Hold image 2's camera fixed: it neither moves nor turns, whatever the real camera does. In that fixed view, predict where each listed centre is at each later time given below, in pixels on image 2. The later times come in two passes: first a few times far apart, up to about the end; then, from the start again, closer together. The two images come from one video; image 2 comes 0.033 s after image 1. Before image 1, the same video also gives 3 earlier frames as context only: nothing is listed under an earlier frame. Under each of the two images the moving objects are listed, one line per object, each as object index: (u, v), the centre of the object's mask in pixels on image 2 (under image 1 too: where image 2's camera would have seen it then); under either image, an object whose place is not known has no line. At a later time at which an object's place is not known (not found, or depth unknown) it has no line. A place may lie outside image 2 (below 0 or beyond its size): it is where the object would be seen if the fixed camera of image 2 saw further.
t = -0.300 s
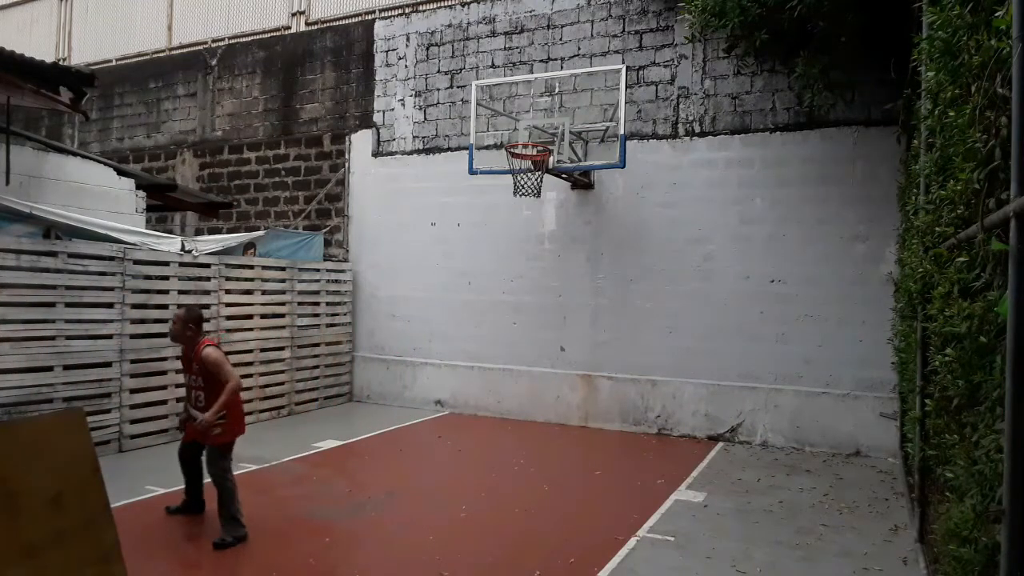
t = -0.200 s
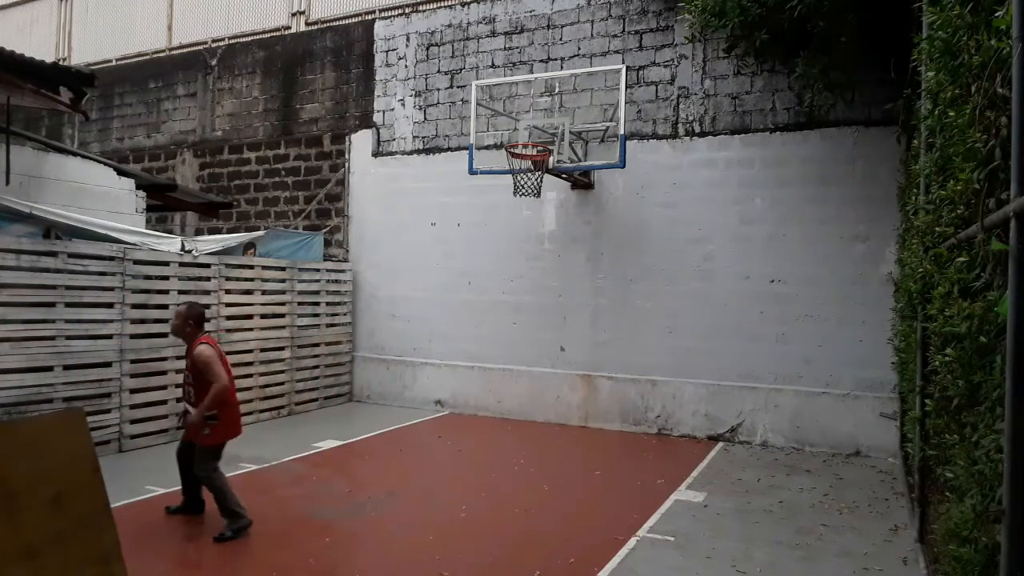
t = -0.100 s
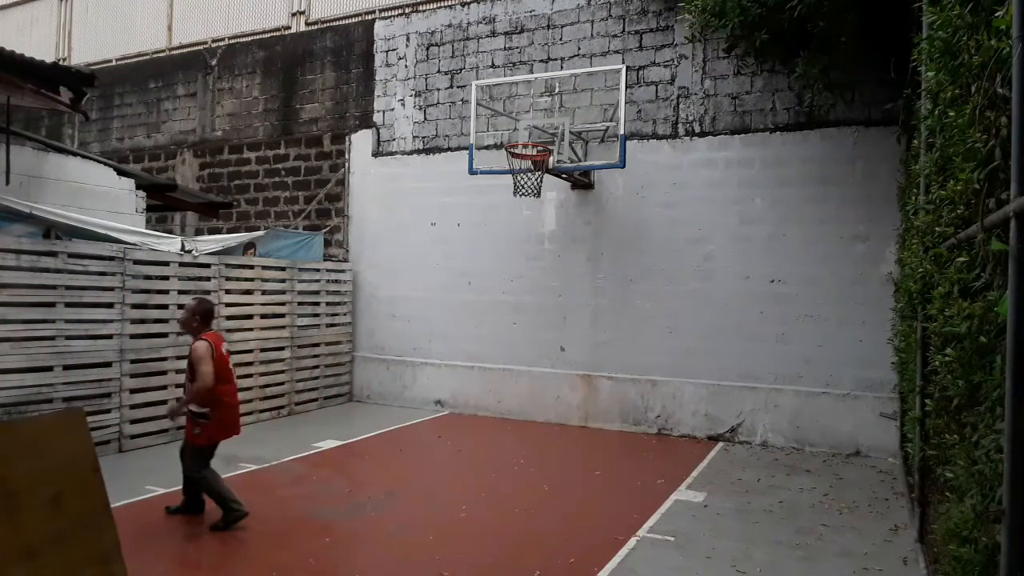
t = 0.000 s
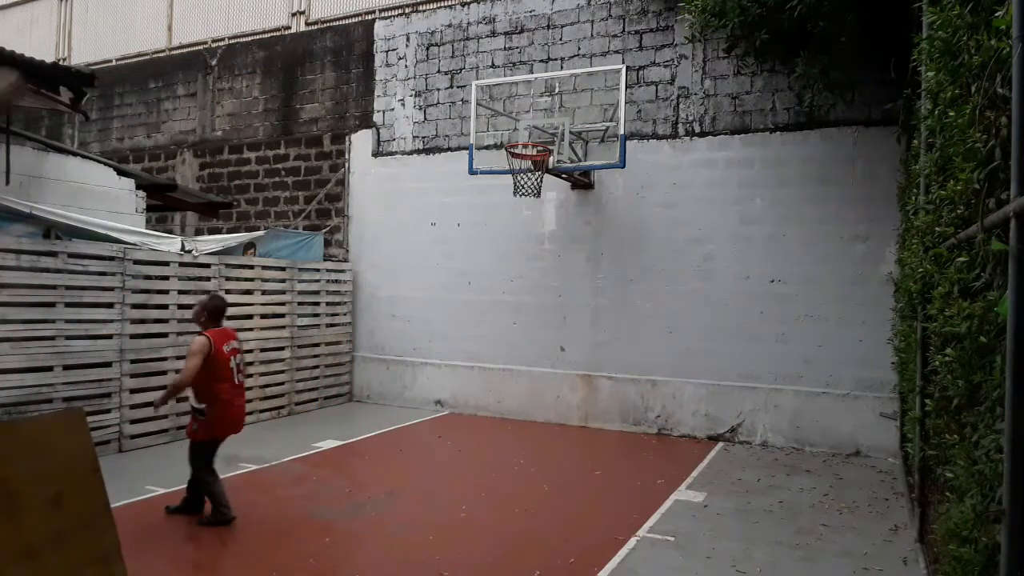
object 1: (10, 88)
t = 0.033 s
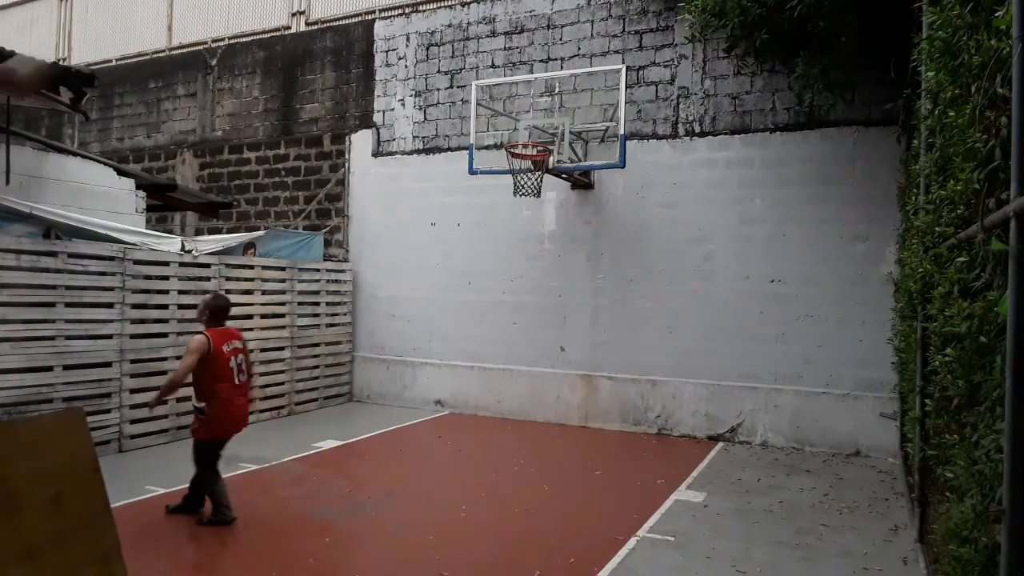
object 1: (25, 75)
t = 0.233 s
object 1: (197, 11)
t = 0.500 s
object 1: (355, 12)
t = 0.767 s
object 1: (465, 86)
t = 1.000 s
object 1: (538, 134)
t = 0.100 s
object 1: (88, 45)
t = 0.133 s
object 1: (119, 33)
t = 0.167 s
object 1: (144, 26)
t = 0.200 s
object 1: (170, 17)
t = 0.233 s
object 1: (197, 11)
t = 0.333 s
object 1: (261, 6)
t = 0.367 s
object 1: (282, 6)
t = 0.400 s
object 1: (301, 7)
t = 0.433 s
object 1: (320, 8)
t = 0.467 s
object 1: (338, 9)
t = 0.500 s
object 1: (355, 12)
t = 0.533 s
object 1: (371, 20)
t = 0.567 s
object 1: (385, 27)
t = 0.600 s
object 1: (400, 35)
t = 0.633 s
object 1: (414, 44)
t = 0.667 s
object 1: (427, 52)
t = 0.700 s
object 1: (442, 65)
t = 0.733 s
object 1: (456, 77)
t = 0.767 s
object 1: (465, 86)
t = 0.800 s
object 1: (479, 101)
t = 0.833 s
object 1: (489, 115)
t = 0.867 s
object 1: (501, 130)
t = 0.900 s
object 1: (509, 138)
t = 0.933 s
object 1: (520, 135)
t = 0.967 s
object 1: (527, 135)
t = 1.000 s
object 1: (538, 134)
